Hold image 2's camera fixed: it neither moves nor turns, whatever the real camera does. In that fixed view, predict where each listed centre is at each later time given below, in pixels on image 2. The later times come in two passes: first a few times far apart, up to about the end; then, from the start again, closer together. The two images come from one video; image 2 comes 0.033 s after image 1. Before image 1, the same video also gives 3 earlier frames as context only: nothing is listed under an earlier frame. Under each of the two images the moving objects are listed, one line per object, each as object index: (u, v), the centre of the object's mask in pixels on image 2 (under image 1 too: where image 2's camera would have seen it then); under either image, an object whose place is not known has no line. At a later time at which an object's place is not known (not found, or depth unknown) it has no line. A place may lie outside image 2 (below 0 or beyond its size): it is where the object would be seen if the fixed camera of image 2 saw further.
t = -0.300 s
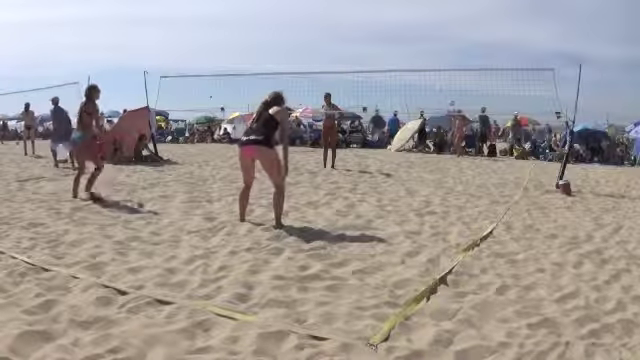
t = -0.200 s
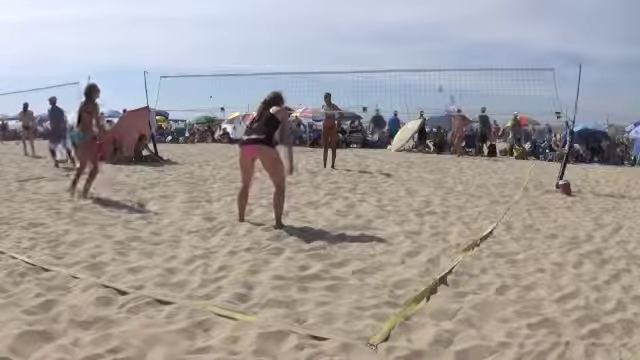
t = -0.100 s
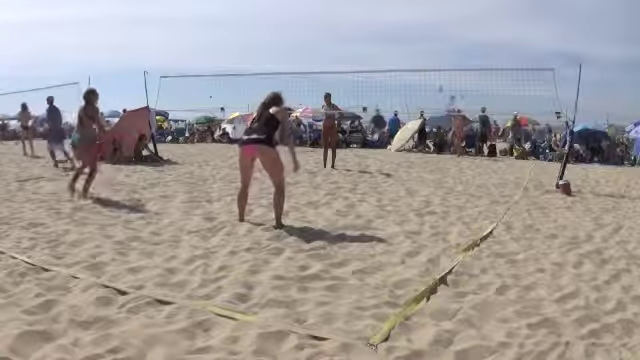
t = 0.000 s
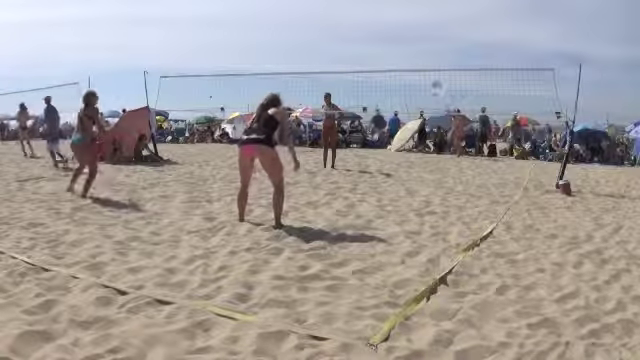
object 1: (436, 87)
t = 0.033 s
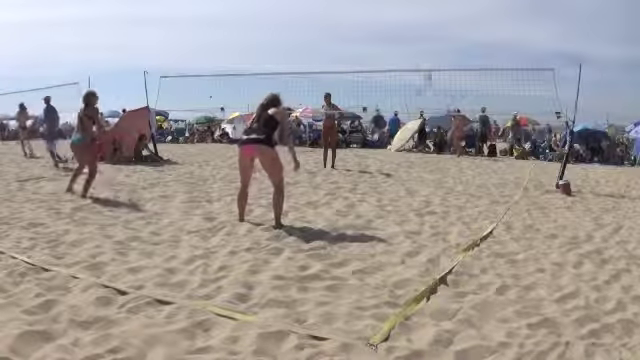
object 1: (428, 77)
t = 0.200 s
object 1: (395, 56)
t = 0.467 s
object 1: (329, 36)
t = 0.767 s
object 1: (225, 43)
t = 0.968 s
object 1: (132, 81)
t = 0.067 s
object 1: (423, 72)
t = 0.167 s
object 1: (406, 60)
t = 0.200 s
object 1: (395, 56)
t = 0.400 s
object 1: (346, 38)
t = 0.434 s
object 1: (340, 36)
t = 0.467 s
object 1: (329, 36)
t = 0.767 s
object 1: (225, 43)
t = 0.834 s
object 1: (197, 53)
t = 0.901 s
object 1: (166, 63)
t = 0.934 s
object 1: (149, 72)
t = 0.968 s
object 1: (132, 81)
